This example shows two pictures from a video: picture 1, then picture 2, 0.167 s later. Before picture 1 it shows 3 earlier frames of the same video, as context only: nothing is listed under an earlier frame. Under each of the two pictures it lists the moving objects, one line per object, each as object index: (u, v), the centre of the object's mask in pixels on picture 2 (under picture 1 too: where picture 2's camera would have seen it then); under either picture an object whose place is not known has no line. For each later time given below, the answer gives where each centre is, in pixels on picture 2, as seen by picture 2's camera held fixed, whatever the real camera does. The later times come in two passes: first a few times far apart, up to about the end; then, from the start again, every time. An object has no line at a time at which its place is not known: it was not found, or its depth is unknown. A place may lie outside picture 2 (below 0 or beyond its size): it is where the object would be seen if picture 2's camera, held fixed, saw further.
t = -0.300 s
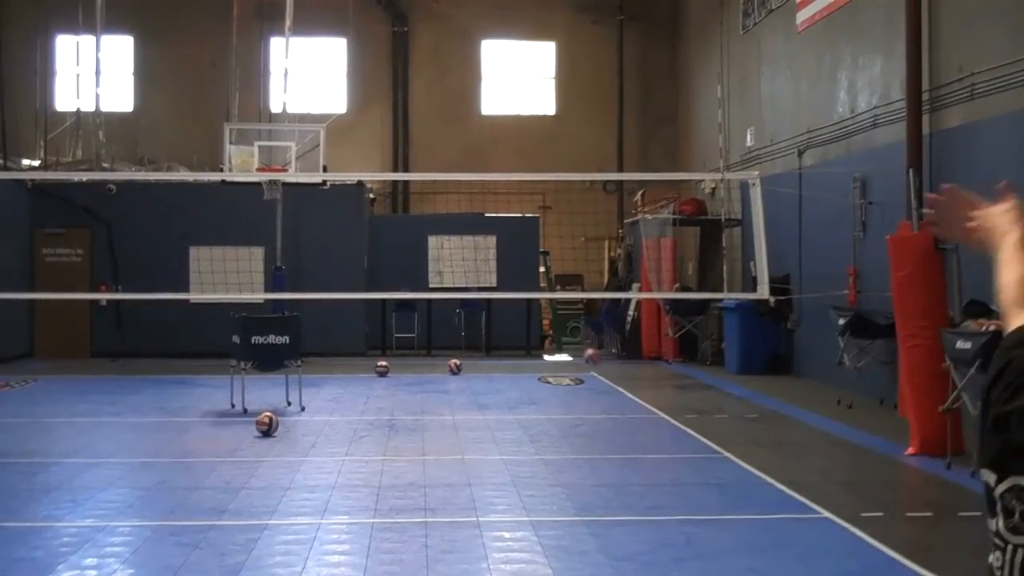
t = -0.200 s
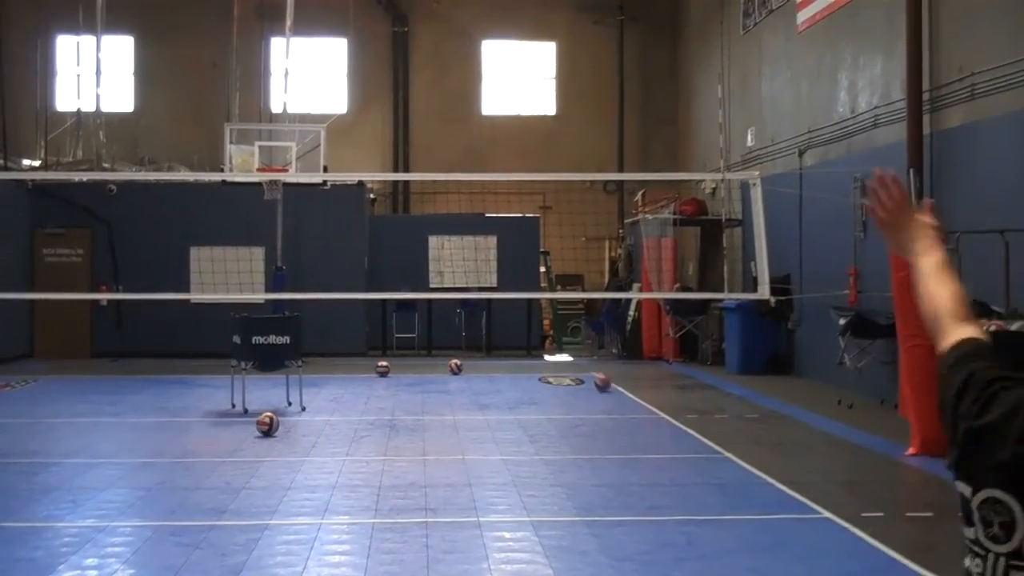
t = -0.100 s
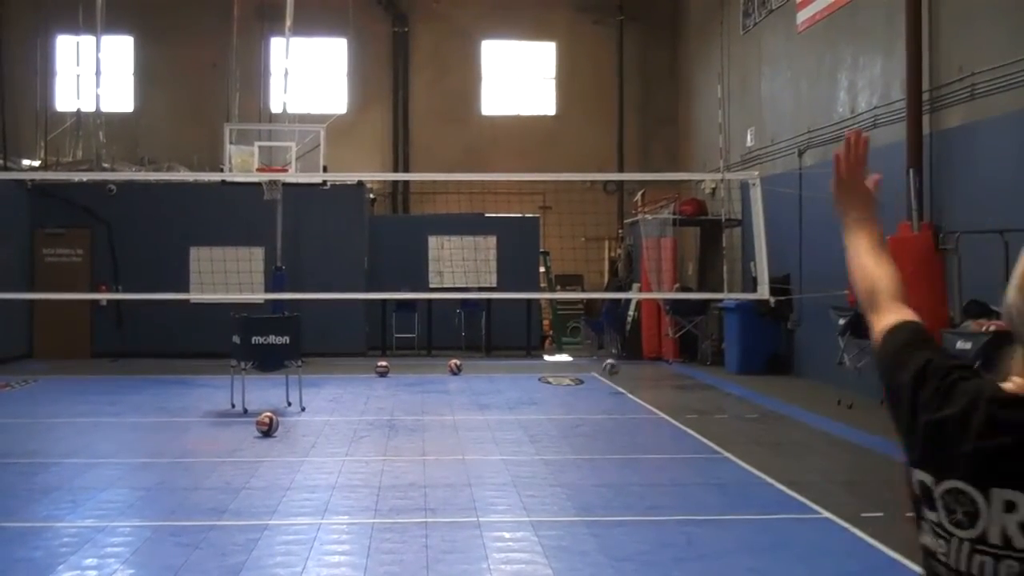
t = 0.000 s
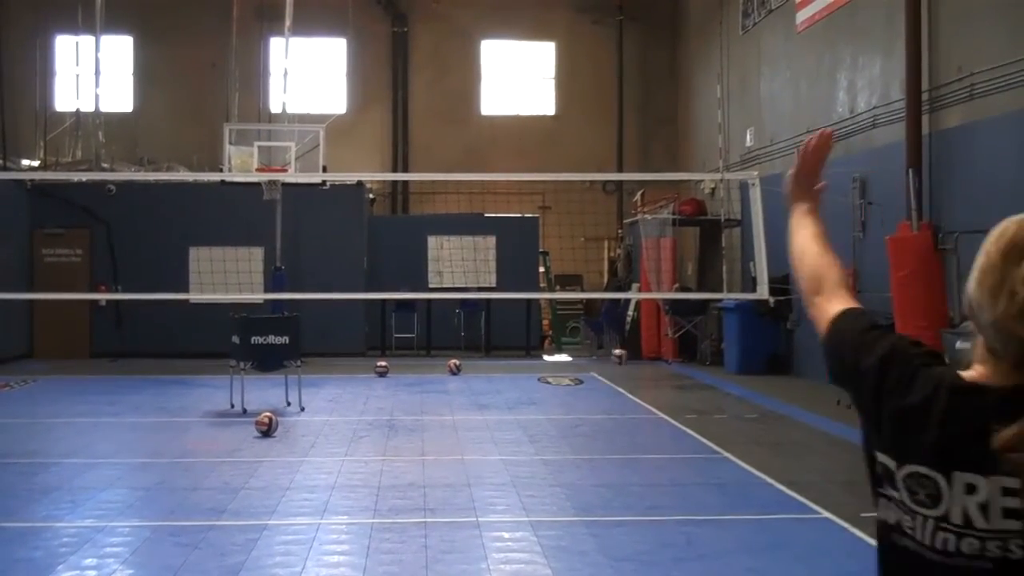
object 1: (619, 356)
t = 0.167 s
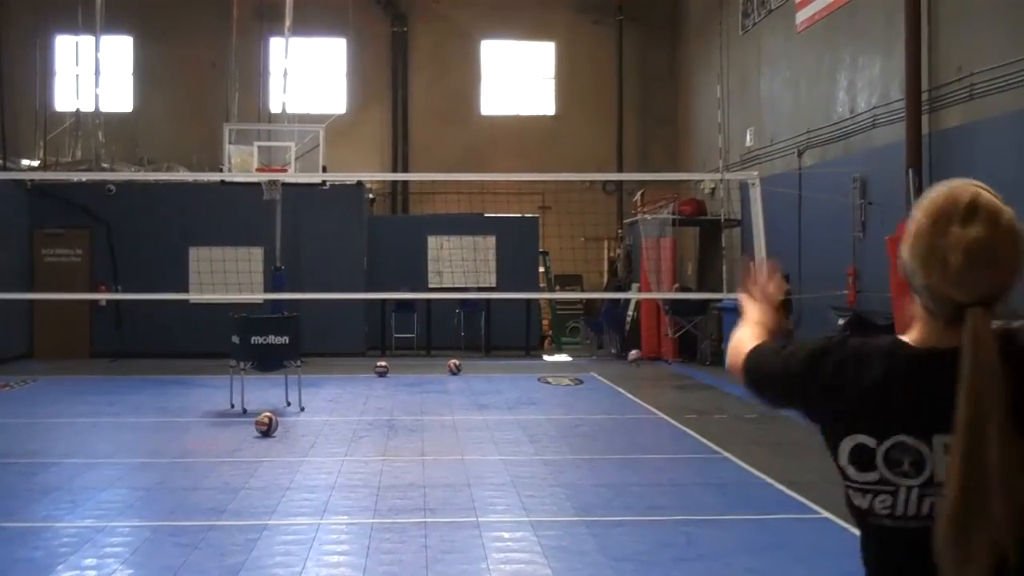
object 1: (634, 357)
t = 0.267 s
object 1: (646, 369)
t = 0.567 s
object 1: (676, 369)
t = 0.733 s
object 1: (694, 378)
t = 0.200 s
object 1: (639, 360)
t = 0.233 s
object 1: (643, 364)
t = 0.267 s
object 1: (646, 369)
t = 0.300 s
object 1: (649, 374)
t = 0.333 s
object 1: (652, 381)
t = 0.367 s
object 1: (656, 387)
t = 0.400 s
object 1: (660, 381)
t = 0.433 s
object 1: (664, 377)
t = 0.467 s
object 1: (666, 374)
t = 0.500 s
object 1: (670, 371)
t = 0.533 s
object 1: (674, 369)
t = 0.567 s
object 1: (676, 369)
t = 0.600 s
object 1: (679, 368)
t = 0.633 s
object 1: (682, 369)
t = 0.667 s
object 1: (687, 371)
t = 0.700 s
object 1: (690, 375)
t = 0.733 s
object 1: (694, 378)
